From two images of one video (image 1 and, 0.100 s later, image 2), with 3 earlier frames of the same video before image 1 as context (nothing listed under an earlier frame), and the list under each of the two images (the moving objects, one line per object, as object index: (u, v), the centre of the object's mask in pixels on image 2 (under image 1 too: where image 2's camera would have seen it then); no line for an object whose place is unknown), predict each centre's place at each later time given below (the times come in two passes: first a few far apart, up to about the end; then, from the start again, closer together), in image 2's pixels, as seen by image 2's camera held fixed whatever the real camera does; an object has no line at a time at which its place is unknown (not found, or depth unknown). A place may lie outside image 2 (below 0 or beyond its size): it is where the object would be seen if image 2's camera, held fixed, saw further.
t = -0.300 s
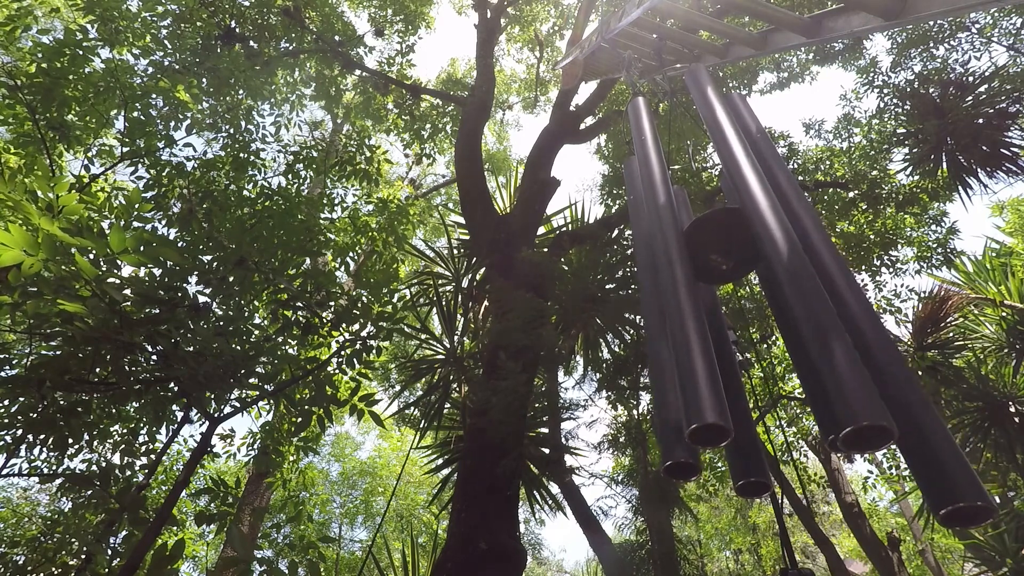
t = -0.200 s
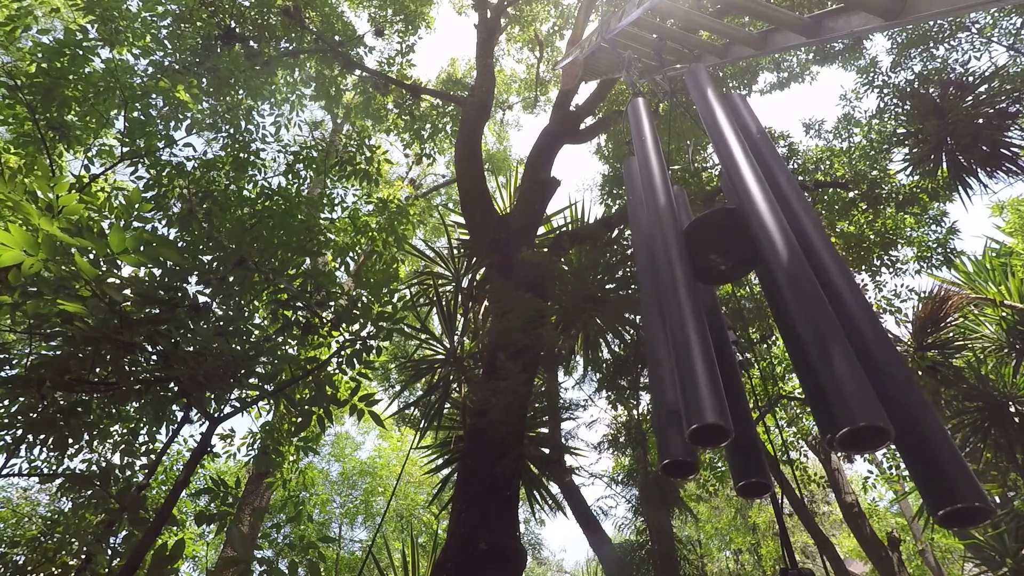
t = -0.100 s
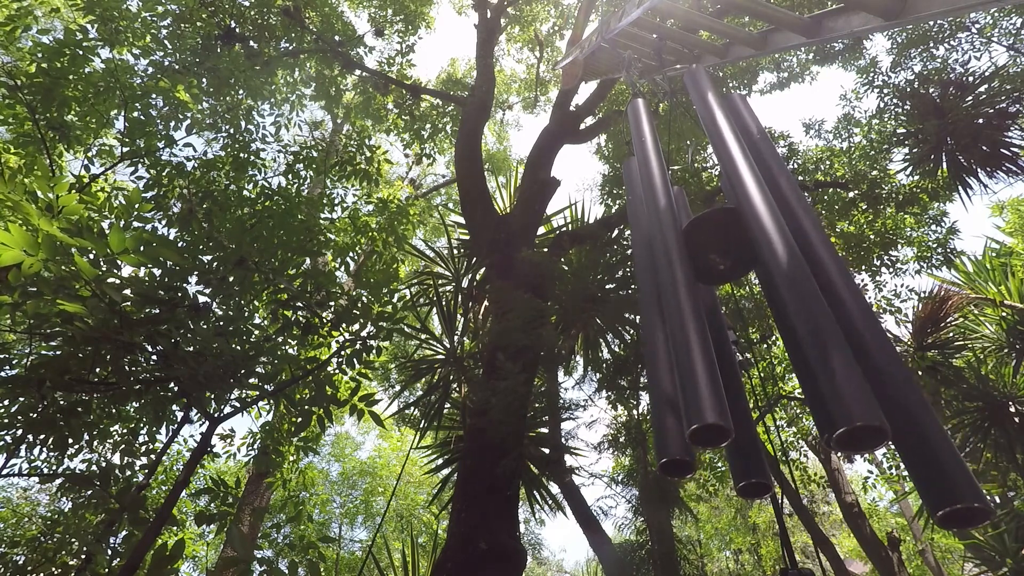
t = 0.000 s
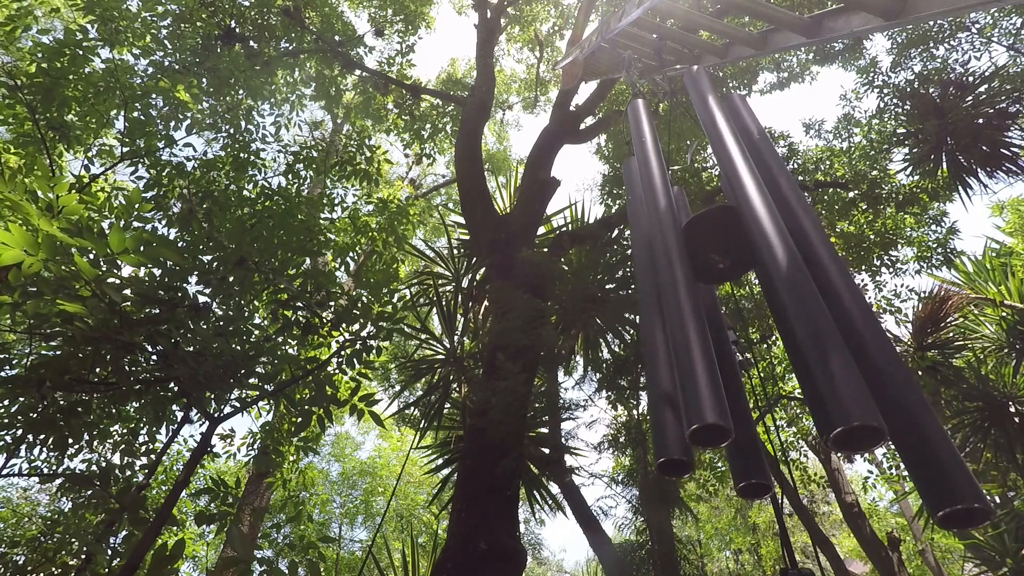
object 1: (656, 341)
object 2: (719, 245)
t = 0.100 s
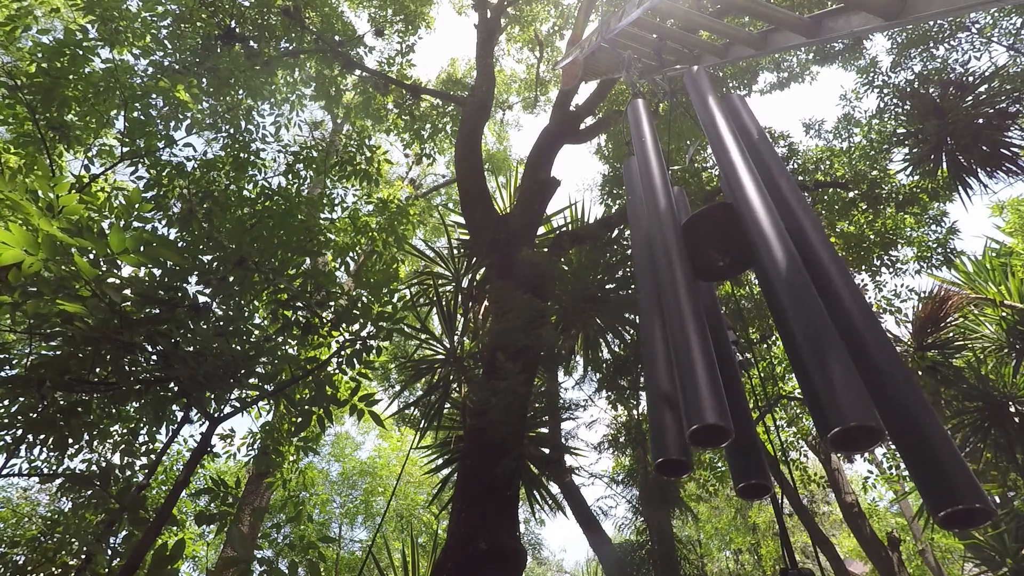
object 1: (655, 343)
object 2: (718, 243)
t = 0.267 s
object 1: (655, 343)
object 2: (717, 239)
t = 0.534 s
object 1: (657, 343)
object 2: (717, 235)
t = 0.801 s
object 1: (659, 346)
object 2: (720, 236)
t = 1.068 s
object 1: (662, 344)
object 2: (724, 239)
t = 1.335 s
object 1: (662, 343)
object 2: (725, 242)
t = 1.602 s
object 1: (660, 341)
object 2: (724, 241)
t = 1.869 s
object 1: (658, 339)
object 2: (722, 241)
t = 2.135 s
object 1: (656, 342)
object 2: (721, 243)
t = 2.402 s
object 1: (656, 344)
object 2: (719, 245)
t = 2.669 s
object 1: (658, 345)
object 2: (720, 243)
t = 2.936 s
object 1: (660, 344)
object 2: (720, 237)
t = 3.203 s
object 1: (661, 342)
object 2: (721, 234)
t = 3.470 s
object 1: (662, 340)
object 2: (723, 235)
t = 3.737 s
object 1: (661, 339)
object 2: (725, 240)
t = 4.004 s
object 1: (661, 341)
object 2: (725, 243)
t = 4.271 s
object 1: (660, 344)
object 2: (724, 243)
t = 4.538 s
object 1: (660, 347)
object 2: (722, 241)
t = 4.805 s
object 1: (660, 348)
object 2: (722, 242)
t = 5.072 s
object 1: (660, 345)
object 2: (721, 242)
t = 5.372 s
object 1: (660, 344)
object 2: (722, 241)
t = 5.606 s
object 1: (660, 341)
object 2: (722, 237)
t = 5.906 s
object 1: (661, 342)
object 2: (721, 235)
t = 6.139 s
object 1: (661, 345)
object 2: (722, 237)
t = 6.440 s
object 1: (662, 345)
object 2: (723, 243)
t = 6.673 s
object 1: (661, 347)
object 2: (724, 245)
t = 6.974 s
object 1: (660, 345)
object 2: (722, 243)
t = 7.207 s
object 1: (659, 344)
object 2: (721, 241)
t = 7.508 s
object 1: (660, 344)
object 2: (721, 241)
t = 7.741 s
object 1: (660, 344)
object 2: (721, 242)
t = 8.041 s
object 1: (662, 344)
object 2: (723, 241)
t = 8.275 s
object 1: (663, 342)
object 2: (723, 238)
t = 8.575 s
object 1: (662, 342)
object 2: (724, 236)
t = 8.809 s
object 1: (661, 341)
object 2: (724, 238)
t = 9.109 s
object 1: (660, 340)
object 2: (725, 243)
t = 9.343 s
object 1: (660, 342)
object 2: (724, 245)
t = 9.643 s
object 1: (661, 344)
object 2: (722, 243)
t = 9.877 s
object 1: (662, 346)
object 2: (722, 240)
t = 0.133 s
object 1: (655, 343)
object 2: (718, 242)
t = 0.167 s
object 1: (655, 342)
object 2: (717, 241)
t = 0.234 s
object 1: (655, 343)
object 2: (717, 240)
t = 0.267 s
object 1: (655, 343)
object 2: (717, 239)
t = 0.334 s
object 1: (655, 343)
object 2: (716, 238)
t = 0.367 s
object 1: (655, 343)
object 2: (716, 237)
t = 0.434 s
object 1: (656, 342)
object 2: (716, 236)
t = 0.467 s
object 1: (656, 342)
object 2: (716, 236)
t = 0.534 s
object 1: (657, 343)
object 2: (717, 235)
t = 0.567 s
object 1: (657, 344)
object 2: (717, 235)
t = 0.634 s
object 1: (657, 345)
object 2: (718, 235)
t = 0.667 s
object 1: (658, 346)
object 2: (718, 235)
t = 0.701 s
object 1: (658, 345)
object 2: (719, 235)
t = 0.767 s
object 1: (659, 345)
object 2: (719, 235)
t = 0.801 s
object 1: (659, 346)
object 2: (720, 236)
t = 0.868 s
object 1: (660, 345)
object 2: (721, 236)
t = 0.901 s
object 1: (661, 345)
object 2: (721, 236)
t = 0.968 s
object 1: (661, 345)
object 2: (722, 237)
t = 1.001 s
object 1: (661, 344)
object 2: (723, 238)
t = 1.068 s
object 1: (662, 344)
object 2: (724, 239)
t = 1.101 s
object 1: (662, 344)
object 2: (724, 239)
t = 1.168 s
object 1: (662, 343)
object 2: (725, 241)
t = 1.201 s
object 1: (662, 343)
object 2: (725, 241)
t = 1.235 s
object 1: (662, 343)
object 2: (725, 241)
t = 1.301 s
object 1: (662, 343)
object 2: (725, 242)
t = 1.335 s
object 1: (662, 343)
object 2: (725, 242)
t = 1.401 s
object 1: (662, 343)
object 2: (725, 242)
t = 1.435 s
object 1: (662, 343)
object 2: (725, 242)
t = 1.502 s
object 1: (661, 342)
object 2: (724, 242)
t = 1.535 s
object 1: (661, 343)
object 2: (724, 242)
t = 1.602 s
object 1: (660, 341)
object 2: (724, 241)
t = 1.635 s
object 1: (660, 341)
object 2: (724, 241)
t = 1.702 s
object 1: (659, 341)
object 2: (723, 241)
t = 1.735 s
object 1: (659, 341)
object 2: (723, 241)
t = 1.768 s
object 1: (659, 340)
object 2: (723, 241)
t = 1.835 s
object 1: (658, 340)
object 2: (722, 241)
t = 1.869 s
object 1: (658, 339)
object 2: (722, 241)
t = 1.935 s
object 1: (658, 340)
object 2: (722, 241)
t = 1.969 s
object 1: (657, 341)
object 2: (722, 242)
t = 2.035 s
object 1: (657, 341)
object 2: (721, 242)
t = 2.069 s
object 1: (657, 342)
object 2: (721, 242)
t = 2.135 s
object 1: (656, 342)
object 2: (721, 243)
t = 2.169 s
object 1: (656, 341)
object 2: (720, 243)
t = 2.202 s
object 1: (656, 342)
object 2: (720, 244)
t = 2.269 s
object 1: (656, 343)
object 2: (720, 245)
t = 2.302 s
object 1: (656, 343)
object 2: (720, 245)
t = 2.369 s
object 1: (656, 343)
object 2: (719, 245)
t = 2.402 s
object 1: (656, 344)
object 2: (719, 245)
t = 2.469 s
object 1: (657, 343)
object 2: (720, 245)
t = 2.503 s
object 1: (657, 344)
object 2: (720, 245)
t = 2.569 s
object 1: (658, 344)
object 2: (720, 244)
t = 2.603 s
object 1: (658, 344)
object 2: (720, 244)
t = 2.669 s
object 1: (658, 345)
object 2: (720, 243)
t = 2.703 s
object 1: (659, 347)
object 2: (720, 242)
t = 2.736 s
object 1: (659, 346)
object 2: (720, 241)
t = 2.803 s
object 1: (659, 345)
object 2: (720, 240)
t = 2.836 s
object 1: (660, 346)
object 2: (720, 240)
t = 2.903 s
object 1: (660, 345)
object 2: (720, 238)
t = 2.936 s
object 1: (660, 344)
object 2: (720, 237)
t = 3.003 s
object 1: (660, 343)
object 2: (720, 236)
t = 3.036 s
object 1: (660, 344)
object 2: (721, 236)
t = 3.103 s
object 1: (661, 341)
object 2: (721, 235)
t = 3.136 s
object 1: (661, 341)
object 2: (721, 234)
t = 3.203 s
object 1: (661, 342)
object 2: (721, 234)
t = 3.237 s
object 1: (661, 341)
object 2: (722, 234)
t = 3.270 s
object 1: (661, 341)
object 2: (722, 234)
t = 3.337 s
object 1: (661, 342)
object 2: (722, 234)
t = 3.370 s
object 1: (662, 341)
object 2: (722, 234)
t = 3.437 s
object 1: (662, 340)
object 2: (723, 235)
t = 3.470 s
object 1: (662, 340)
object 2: (723, 235)
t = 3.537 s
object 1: (662, 339)
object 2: (724, 236)
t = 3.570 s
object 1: (661, 340)
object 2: (724, 237)
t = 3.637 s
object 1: (662, 339)
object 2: (725, 238)
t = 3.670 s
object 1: (661, 339)
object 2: (725, 239)
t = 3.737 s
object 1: (661, 339)
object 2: (725, 240)
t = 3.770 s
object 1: (661, 339)
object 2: (725, 241)
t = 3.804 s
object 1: (661, 339)
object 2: (726, 241)
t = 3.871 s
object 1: (661, 339)
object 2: (726, 242)
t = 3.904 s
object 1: (661, 340)
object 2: (725, 243)
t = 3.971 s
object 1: (661, 341)
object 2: (725, 243)
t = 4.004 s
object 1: (661, 341)
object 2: (725, 243)
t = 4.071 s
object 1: (660, 341)
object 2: (725, 243)
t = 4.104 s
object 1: (660, 341)
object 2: (725, 243)
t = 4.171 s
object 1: (660, 344)
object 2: (724, 243)
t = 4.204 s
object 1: (660, 343)
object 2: (724, 243)
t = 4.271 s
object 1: (660, 344)
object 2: (724, 243)
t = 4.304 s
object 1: (660, 343)
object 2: (723, 242)
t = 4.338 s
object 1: (660, 344)
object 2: (723, 242)
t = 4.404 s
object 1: (660, 345)
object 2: (723, 242)
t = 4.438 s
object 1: (660, 345)
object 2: (723, 242)
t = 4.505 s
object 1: (660, 346)
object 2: (722, 241)
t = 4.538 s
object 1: (660, 347)
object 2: (722, 241)
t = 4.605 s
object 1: (660, 347)
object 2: (722, 241)
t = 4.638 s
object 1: (660, 348)
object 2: (722, 241)
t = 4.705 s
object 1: (660, 348)
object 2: (722, 241)
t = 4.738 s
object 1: (660, 348)
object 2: (722, 241)
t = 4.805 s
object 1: (660, 348)
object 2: (722, 242)
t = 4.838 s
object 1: (660, 347)
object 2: (722, 242)
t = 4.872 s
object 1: (660, 347)
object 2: (722, 242)
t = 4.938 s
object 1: (660, 346)
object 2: (721, 242)
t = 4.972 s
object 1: (660, 346)
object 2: (722, 242)
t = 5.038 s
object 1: (660, 346)
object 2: (721, 242)
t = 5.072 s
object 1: (660, 345)
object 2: (721, 242)
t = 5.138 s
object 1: (660, 346)
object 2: (722, 242)
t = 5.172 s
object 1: (660, 346)
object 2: (722, 242)
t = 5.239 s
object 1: (660, 346)
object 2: (721, 242)
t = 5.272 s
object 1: (660, 344)
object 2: (722, 241)
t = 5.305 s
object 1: (660, 344)
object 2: (722, 241)
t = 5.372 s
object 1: (660, 344)
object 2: (722, 241)
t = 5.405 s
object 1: (660, 345)
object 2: (722, 240)
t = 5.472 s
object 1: (660, 344)
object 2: (722, 239)
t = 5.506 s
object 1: (660, 343)
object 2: (722, 238)
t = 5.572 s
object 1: (660, 341)
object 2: (722, 238)
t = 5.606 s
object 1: (660, 341)
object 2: (722, 237)
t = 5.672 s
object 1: (660, 341)
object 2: (721, 236)
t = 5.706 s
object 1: (660, 342)
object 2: (721, 236)
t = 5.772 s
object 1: (660, 342)
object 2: (721, 235)
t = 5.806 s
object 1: (661, 341)
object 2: (721, 235)
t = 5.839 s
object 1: (661, 343)
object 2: (721, 235)
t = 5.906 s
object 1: (661, 342)
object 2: (721, 235)
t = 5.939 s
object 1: (661, 342)
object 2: (721, 235)
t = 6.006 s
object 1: (661, 343)
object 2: (722, 236)
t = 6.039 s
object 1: (661, 344)
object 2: (722, 236)
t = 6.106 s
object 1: (661, 344)
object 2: (722, 237)
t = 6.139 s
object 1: (661, 345)
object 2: (722, 237)
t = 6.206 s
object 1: (661, 344)
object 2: (722, 239)
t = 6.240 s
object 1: (661, 346)
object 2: (723, 239)
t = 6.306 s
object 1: (662, 344)
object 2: (723, 240)
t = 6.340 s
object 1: (662, 344)
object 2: (723, 241)
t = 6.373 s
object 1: (662, 345)
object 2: (723, 242)
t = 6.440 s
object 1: (662, 345)
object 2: (723, 243)
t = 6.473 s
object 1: (662, 345)
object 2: (724, 244)
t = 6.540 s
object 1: (662, 345)
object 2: (723, 244)
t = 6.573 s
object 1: (661, 346)
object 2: (723, 245)
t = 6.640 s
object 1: (661, 347)
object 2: (724, 245)
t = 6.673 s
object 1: (661, 347)
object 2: (724, 245)
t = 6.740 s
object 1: (661, 348)
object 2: (724, 245)
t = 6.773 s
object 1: (660, 347)
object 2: (723, 245)
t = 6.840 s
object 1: (660, 347)
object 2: (723, 244)
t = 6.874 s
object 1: (660, 346)
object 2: (723, 244)
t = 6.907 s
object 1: (660, 346)
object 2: (723, 244)
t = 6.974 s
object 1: (660, 345)
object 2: (722, 243)
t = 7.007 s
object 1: (660, 345)
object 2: (722, 243)
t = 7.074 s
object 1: (660, 345)
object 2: (722, 242)
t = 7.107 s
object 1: (659, 344)
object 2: (722, 242)
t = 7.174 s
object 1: (659, 344)
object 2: (721, 241)
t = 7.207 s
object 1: (659, 344)
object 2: (721, 241)
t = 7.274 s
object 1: (659, 346)
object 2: (721, 241)
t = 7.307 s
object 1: (659, 345)
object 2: (721, 240)
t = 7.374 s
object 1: (659, 344)
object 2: (721, 240)
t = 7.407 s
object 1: (659, 344)
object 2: (721, 240)
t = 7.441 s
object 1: (660, 344)
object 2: (721, 241)
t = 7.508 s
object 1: (660, 344)
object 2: (721, 241)
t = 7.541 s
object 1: (659, 344)
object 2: (721, 241)
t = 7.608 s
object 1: (660, 343)
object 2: (720, 241)
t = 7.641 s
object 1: (660, 343)
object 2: (721, 241)
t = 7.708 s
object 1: (660, 343)
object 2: (721, 242)
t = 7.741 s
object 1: (660, 344)
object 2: (721, 242)
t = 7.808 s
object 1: (661, 344)
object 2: (721, 242)
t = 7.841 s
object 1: (661, 345)
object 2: (722, 242)
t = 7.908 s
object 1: (661, 345)
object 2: (721, 242)
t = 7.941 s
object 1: (661, 345)
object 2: (721, 241)
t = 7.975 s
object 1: (662, 345)
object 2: (722, 241)
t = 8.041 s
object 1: (662, 344)
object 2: (723, 241)
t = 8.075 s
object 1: (662, 345)
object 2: (722, 240)
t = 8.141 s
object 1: (663, 343)
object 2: (723, 239)
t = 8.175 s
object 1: (663, 343)
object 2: (723, 239)
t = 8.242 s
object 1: (663, 343)
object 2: (723, 238)
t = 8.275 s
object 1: (663, 342)
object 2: (723, 238)
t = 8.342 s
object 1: (663, 343)
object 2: (723, 237)
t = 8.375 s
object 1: (663, 343)
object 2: (723, 237)
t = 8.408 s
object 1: (663, 342)
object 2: (723, 237)
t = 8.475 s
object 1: (663, 343)
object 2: (723, 236)
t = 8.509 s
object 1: (662, 342)
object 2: (723, 236)
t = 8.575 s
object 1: (662, 342)
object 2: (724, 236)
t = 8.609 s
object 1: (662, 341)
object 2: (724, 236)
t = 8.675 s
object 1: (661, 343)
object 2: (724, 237)
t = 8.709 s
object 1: (661, 342)
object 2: (724, 237)
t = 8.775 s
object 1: (661, 341)
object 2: (724, 238)
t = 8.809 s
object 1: (661, 341)
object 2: (724, 238)
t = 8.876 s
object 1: (660, 340)
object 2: (724, 240)
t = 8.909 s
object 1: (660, 340)
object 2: (724, 240)
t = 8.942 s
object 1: (660, 340)
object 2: (724, 241)
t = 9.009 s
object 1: (660, 339)
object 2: (725, 242)
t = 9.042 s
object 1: (660, 339)
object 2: (725, 242)
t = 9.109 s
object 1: (660, 340)
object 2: (725, 243)
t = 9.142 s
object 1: (660, 340)
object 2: (725, 244)
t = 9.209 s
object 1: (660, 341)
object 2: (725, 245)
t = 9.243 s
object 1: (660, 341)
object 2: (724, 245)
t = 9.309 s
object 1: (660, 341)
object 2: (724, 245)
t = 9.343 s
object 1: (660, 342)
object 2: (724, 245)
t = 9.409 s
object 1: (660, 342)
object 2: (724, 245)
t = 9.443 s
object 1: (660, 343)
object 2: (723, 245)
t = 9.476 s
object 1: (660, 343)
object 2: (723, 245)
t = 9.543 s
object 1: (660, 343)
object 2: (723, 244)
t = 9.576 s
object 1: (660, 343)
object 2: (723, 244)
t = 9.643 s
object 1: (661, 344)
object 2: (722, 243)
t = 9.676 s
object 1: (661, 344)
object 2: (722, 243)
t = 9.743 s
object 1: (661, 345)
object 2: (722, 242)
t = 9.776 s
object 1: (662, 345)
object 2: (722, 241)
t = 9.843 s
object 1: (662, 345)
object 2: (722, 240)
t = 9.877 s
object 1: (662, 346)
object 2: (722, 240)
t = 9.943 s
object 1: (662, 346)
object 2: (722, 239)
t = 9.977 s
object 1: (662, 347)
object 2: (722, 239)
